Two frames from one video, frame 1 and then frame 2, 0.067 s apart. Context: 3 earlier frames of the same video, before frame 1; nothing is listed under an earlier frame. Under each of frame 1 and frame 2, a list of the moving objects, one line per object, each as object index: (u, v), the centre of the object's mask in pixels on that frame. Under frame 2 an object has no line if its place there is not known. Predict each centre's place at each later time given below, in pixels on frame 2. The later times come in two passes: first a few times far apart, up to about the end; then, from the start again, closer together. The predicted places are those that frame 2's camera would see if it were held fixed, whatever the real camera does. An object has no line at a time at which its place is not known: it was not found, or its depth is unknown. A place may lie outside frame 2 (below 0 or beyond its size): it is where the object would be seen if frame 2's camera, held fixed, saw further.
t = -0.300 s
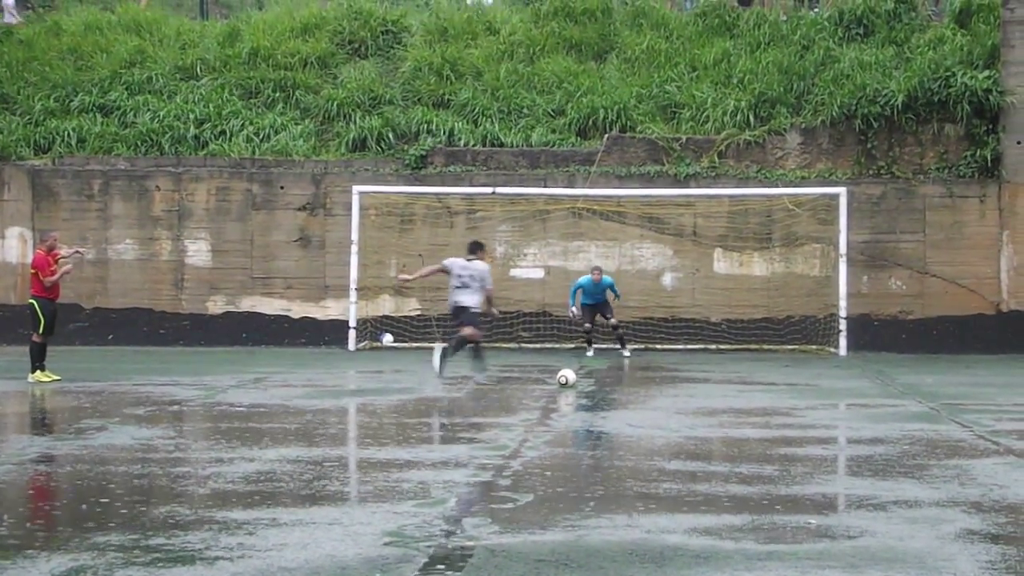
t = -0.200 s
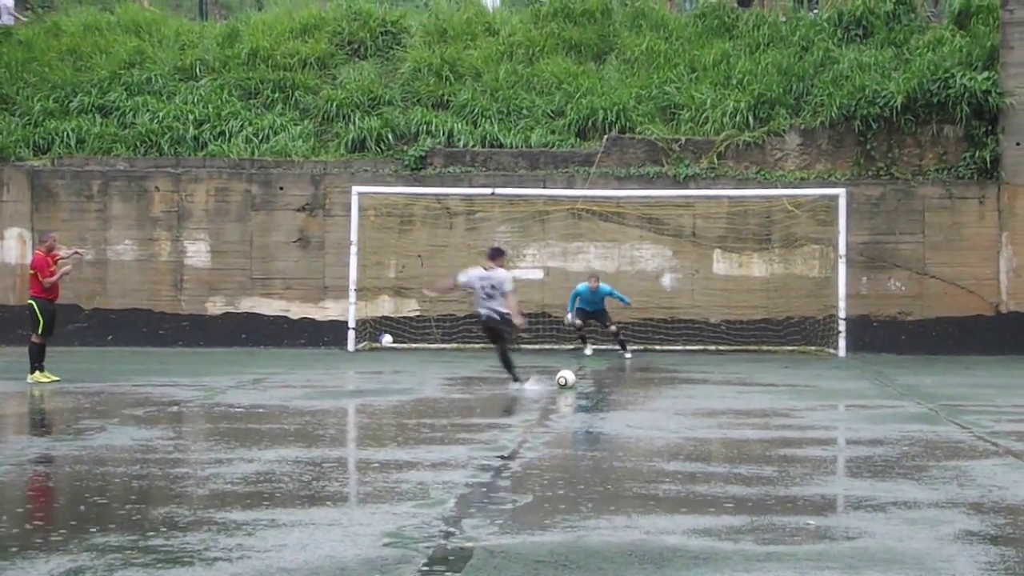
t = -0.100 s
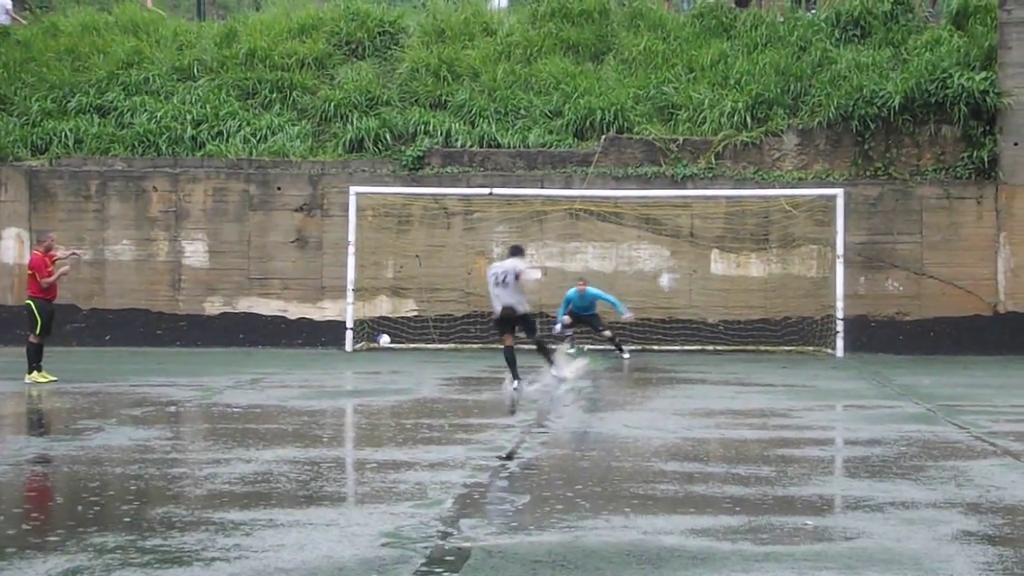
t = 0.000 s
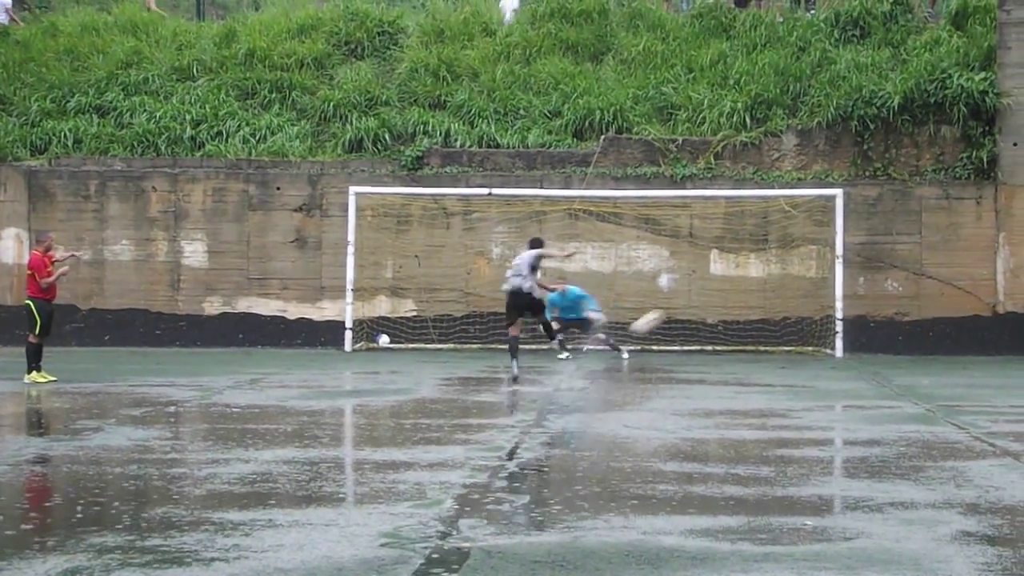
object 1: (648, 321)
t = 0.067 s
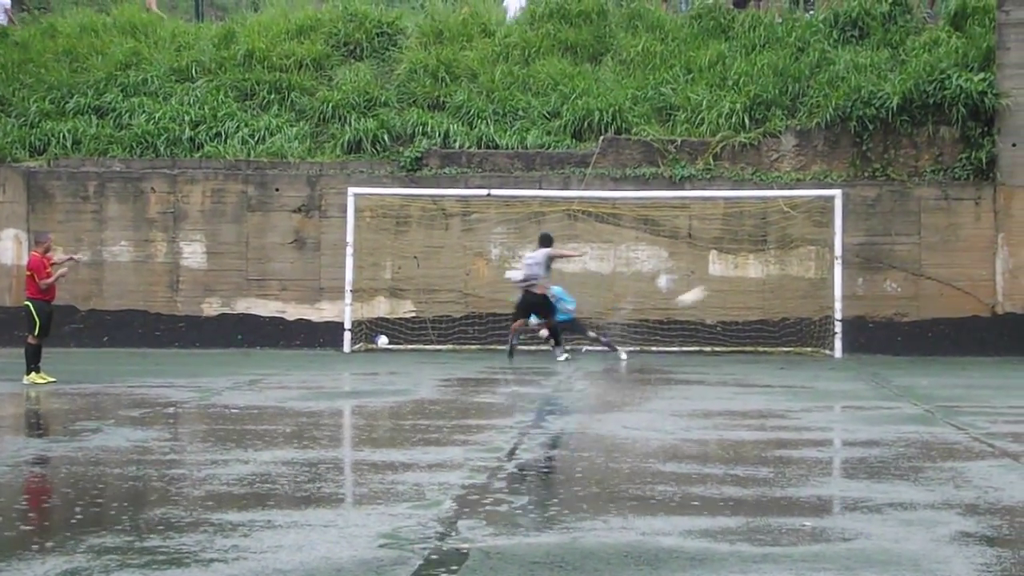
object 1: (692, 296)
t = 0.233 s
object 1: (791, 256)
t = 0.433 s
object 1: (811, 239)
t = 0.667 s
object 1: (768, 265)
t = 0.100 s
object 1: (714, 286)
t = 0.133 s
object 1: (733, 276)
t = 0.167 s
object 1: (753, 269)
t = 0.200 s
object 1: (772, 261)
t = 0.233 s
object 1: (791, 256)
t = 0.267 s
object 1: (810, 249)
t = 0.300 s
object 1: (822, 244)
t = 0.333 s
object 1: (822, 243)
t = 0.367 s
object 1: (819, 241)
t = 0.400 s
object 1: (816, 239)
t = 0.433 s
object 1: (811, 239)
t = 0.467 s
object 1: (805, 240)
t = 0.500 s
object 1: (799, 241)
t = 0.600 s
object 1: (780, 252)
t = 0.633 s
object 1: (774, 258)
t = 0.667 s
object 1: (768, 265)
